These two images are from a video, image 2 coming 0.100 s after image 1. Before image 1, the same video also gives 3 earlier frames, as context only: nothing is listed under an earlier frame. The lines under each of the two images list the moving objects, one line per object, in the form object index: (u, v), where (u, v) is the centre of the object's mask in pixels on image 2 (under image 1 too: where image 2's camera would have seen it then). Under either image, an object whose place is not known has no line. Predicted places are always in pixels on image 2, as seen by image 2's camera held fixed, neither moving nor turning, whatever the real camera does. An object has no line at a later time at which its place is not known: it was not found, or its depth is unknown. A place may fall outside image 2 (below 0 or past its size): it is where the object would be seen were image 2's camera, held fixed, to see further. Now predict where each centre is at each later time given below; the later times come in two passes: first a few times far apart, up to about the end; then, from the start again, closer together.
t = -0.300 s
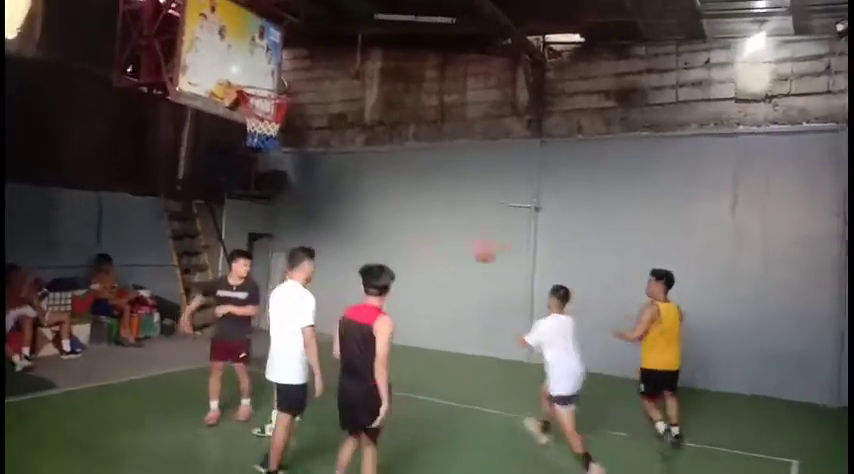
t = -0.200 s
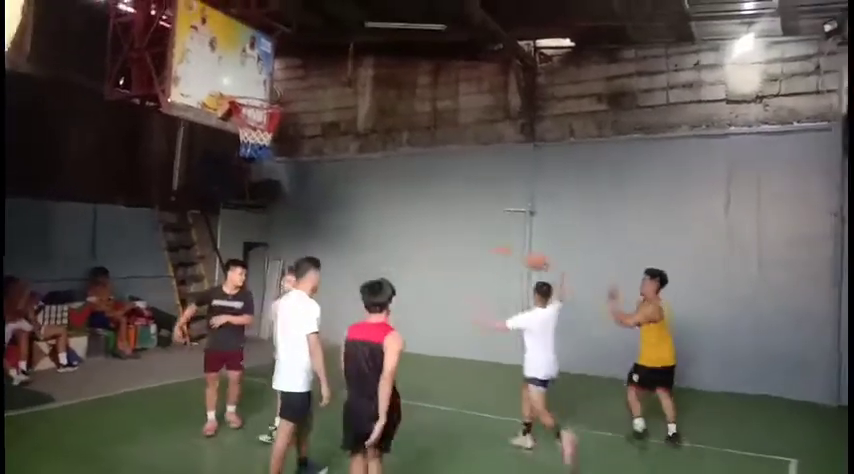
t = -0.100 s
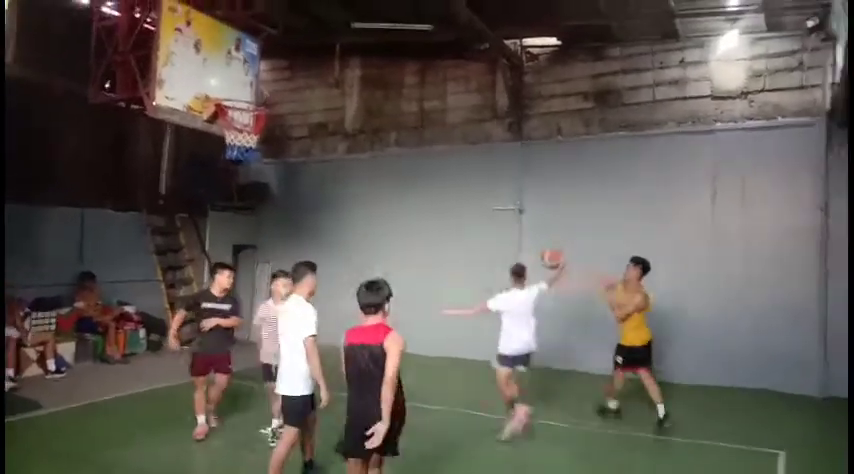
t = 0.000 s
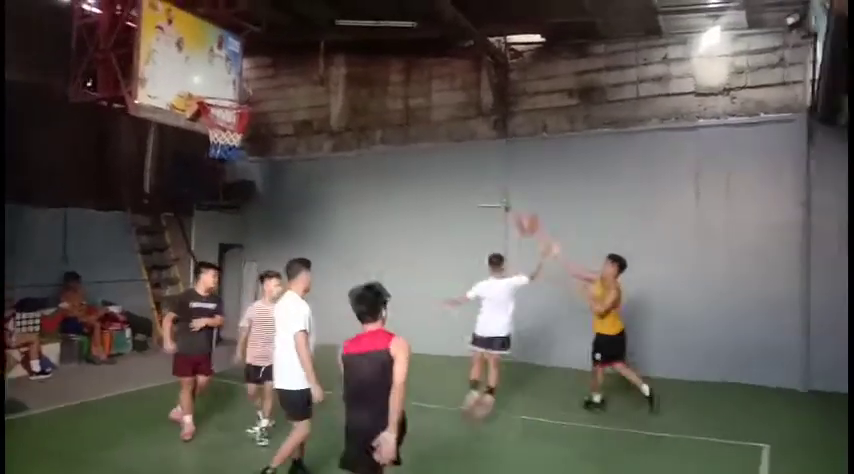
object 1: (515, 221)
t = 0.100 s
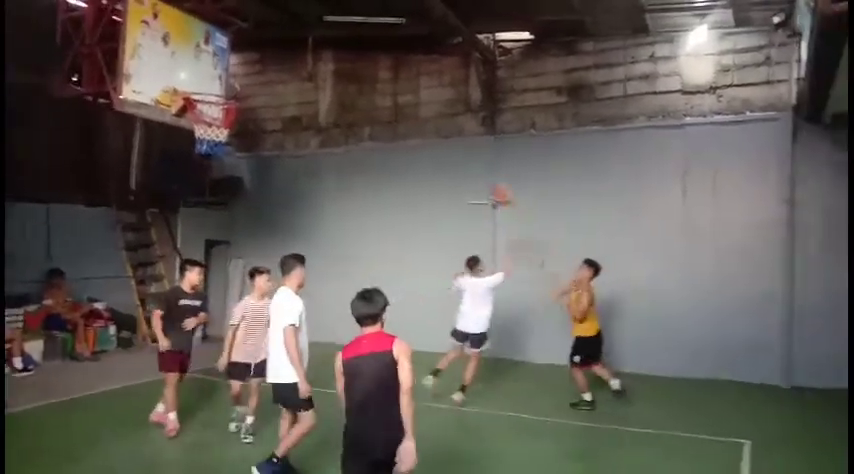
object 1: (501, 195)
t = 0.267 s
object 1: (488, 169)
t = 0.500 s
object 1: (464, 180)
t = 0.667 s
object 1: (450, 211)
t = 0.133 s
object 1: (500, 189)
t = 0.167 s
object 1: (497, 183)
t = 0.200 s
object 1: (494, 178)
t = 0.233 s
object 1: (489, 173)
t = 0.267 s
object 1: (488, 169)
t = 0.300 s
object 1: (484, 167)
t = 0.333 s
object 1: (481, 167)
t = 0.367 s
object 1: (478, 167)
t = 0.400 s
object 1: (477, 168)
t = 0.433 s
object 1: (474, 170)
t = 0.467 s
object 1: (467, 176)
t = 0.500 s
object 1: (464, 180)
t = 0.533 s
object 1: (460, 186)
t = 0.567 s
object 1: (458, 193)
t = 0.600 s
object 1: (456, 198)
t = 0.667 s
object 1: (450, 211)
